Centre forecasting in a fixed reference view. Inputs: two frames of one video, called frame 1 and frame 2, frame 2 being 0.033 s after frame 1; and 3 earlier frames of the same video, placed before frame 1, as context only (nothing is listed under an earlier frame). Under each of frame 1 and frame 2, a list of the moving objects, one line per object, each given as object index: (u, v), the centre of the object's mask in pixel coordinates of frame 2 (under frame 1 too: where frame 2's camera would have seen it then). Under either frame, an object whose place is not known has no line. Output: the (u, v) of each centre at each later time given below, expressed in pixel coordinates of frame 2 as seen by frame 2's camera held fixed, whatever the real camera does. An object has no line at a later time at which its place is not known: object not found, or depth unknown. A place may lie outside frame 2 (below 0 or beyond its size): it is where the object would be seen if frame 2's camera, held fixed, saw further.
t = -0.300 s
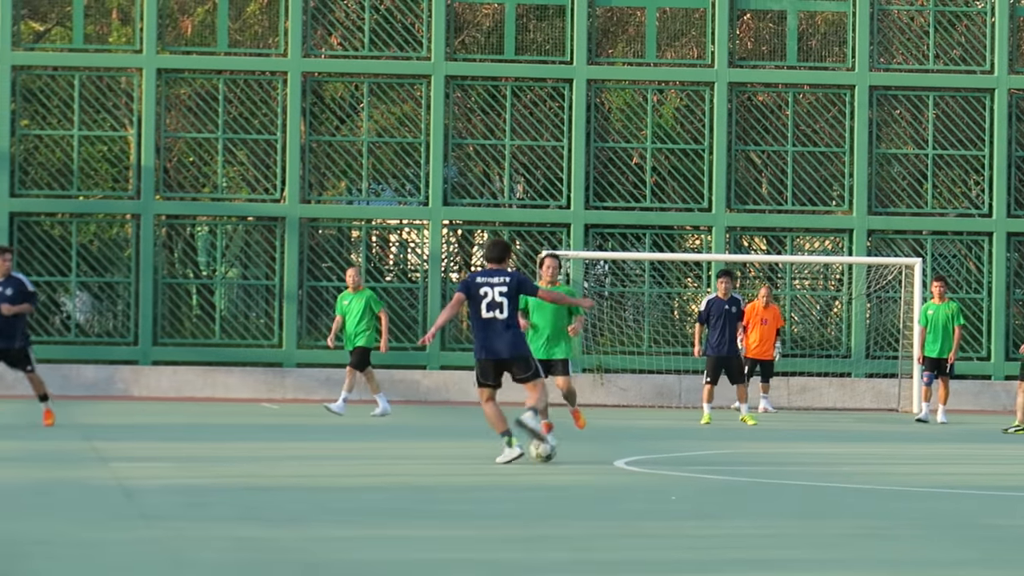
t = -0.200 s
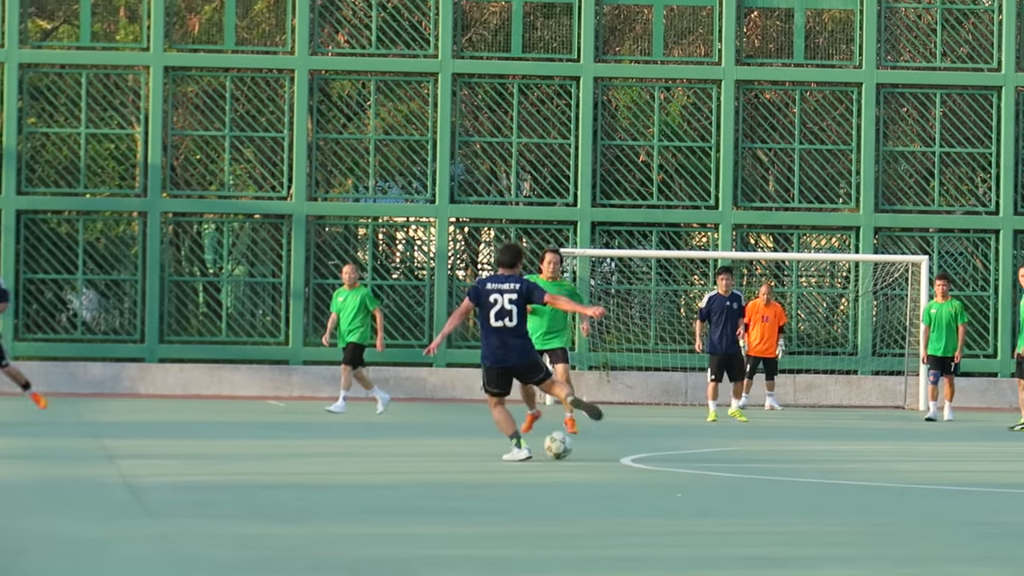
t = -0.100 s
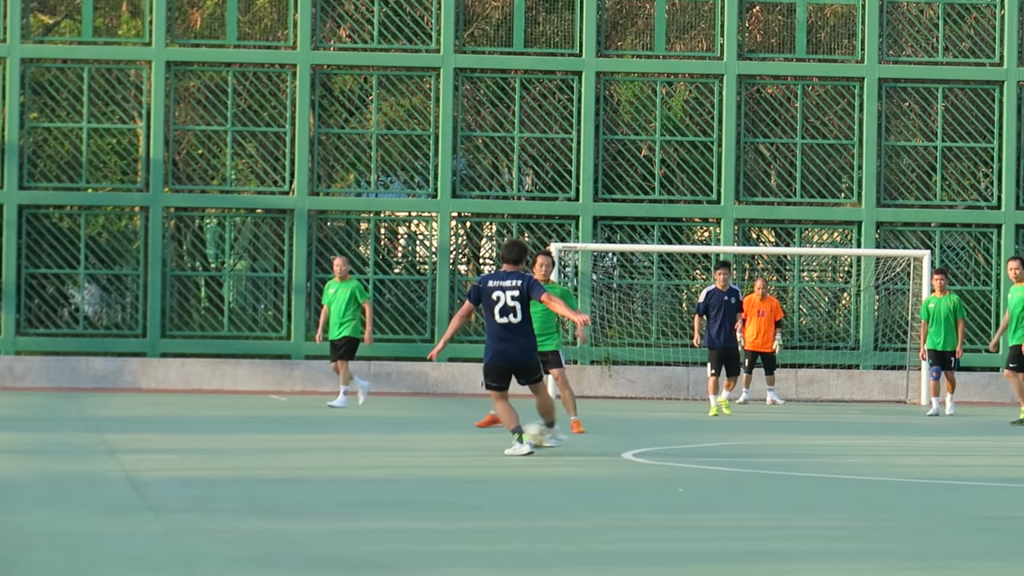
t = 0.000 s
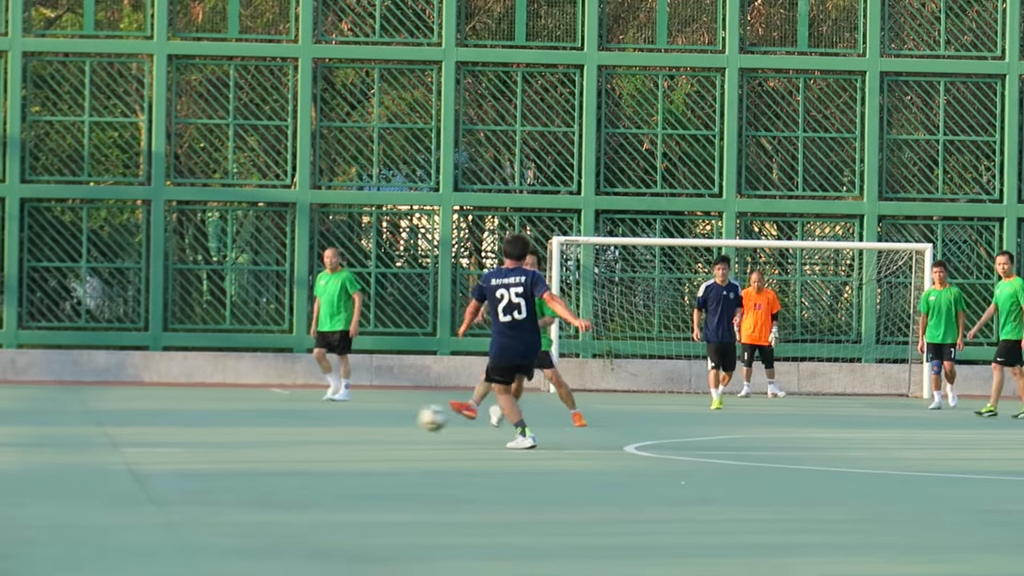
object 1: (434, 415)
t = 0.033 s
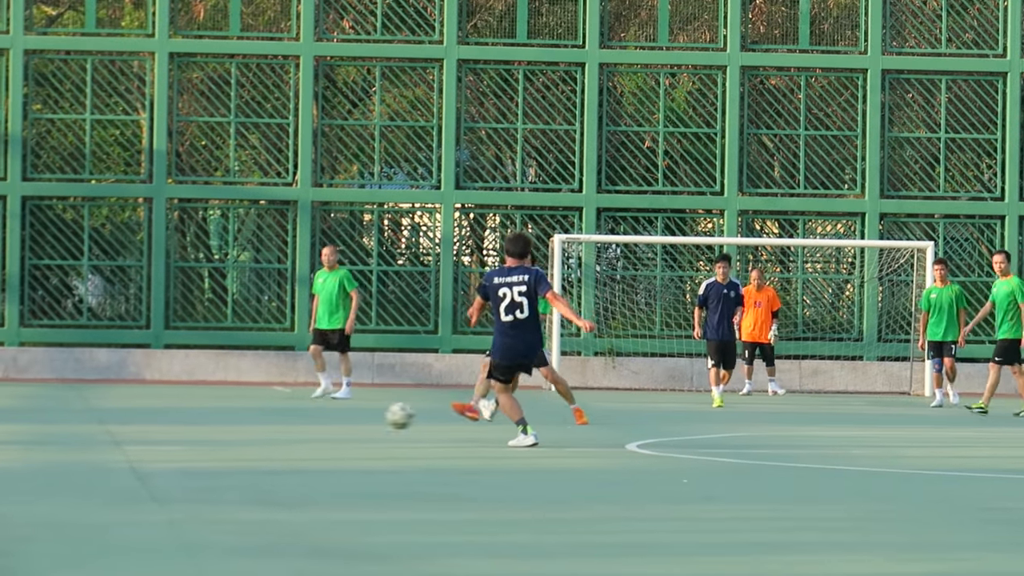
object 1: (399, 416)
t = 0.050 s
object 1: (382, 416)
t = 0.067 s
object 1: (365, 416)
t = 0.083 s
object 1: (349, 417)
